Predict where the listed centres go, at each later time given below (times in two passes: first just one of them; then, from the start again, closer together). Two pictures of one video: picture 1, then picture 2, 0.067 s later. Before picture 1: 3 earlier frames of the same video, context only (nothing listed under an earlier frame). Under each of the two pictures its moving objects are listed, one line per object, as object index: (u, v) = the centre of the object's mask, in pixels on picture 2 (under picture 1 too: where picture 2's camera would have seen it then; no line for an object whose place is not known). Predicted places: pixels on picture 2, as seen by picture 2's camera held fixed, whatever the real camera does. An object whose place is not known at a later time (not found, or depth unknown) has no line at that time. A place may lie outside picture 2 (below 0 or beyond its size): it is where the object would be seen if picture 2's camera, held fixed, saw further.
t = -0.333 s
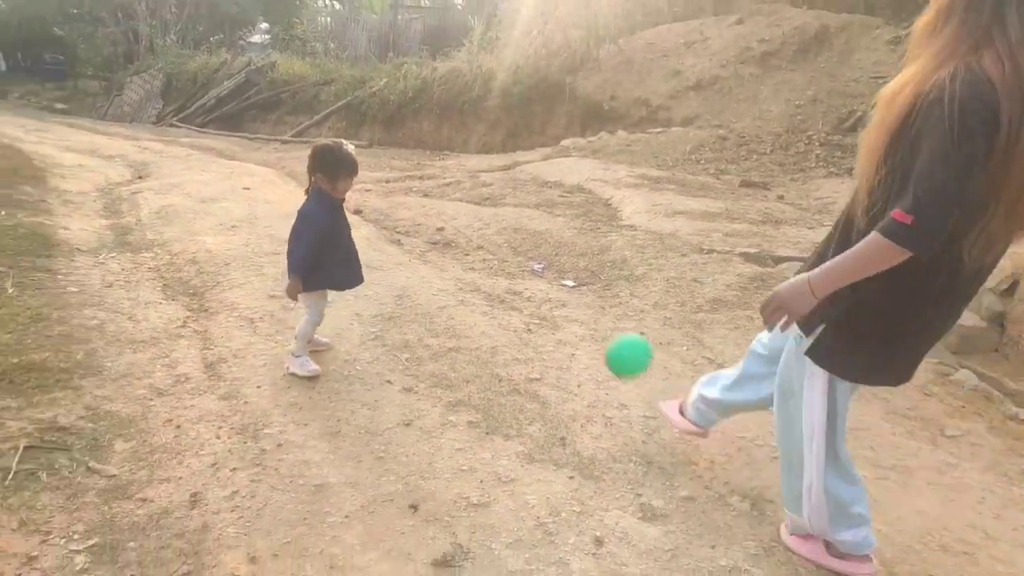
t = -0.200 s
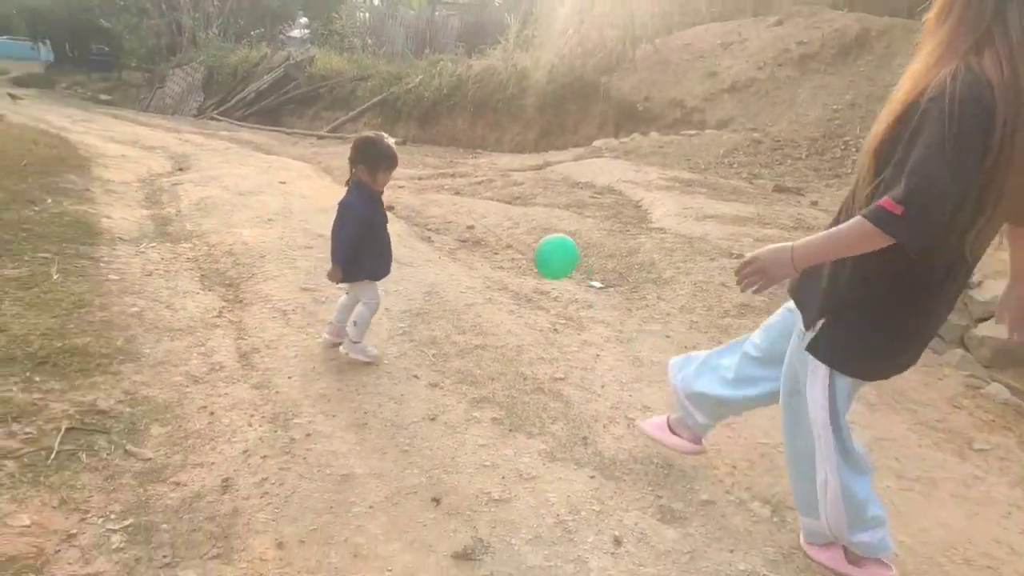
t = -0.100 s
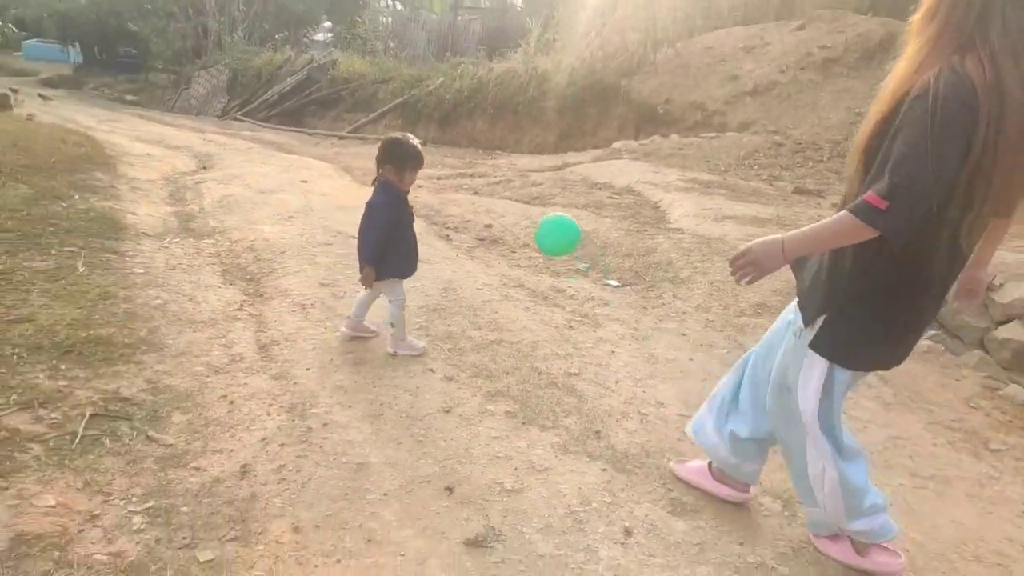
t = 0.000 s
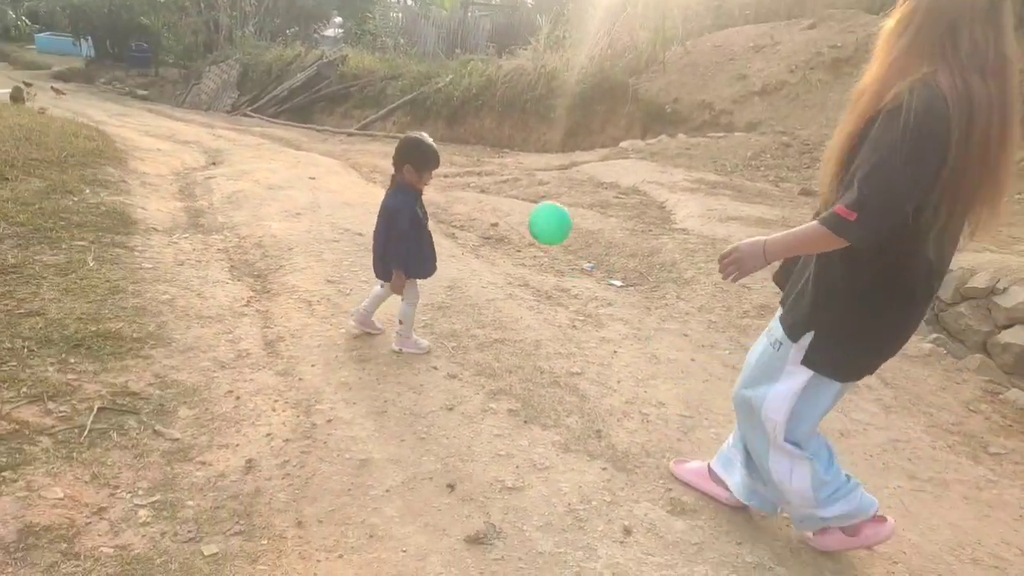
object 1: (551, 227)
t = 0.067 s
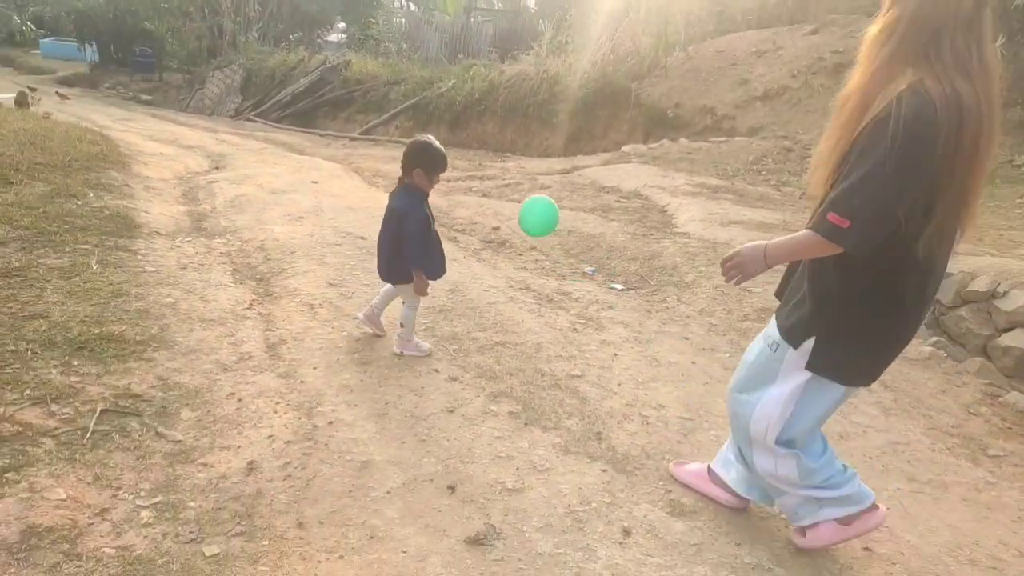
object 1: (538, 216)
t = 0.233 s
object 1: (496, 190)
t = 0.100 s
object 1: (531, 209)
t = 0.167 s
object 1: (513, 197)
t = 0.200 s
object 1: (504, 193)
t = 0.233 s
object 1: (496, 190)
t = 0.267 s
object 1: (488, 189)
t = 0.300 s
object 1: (482, 189)
